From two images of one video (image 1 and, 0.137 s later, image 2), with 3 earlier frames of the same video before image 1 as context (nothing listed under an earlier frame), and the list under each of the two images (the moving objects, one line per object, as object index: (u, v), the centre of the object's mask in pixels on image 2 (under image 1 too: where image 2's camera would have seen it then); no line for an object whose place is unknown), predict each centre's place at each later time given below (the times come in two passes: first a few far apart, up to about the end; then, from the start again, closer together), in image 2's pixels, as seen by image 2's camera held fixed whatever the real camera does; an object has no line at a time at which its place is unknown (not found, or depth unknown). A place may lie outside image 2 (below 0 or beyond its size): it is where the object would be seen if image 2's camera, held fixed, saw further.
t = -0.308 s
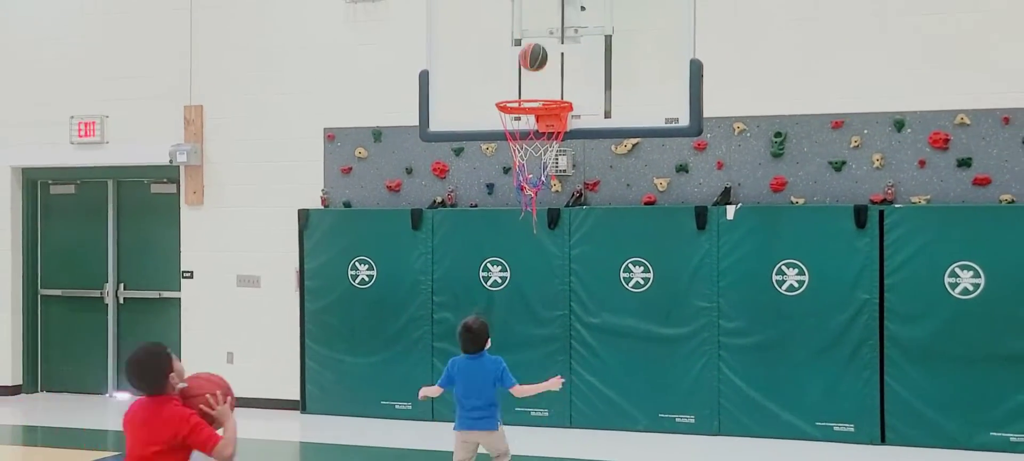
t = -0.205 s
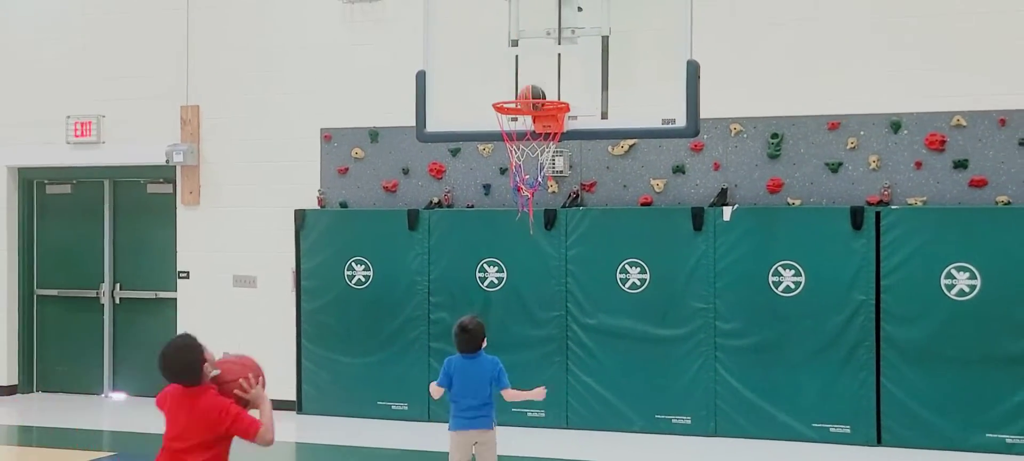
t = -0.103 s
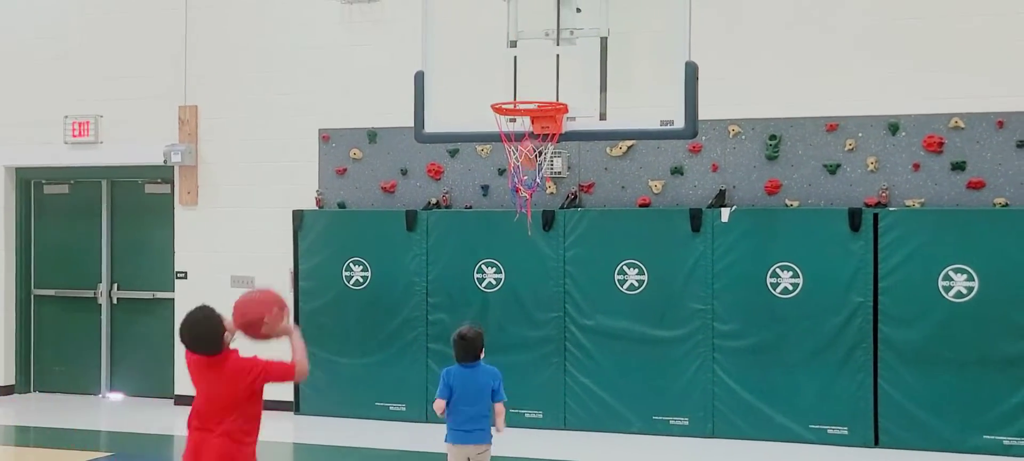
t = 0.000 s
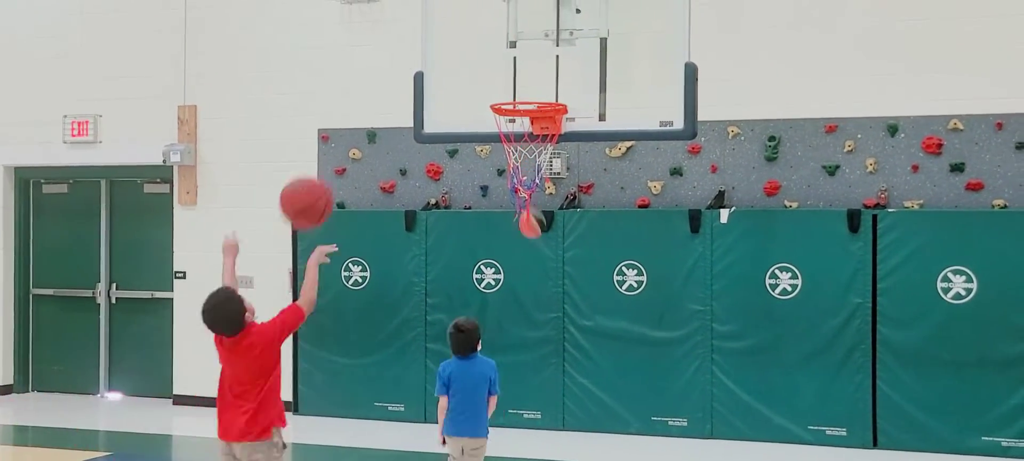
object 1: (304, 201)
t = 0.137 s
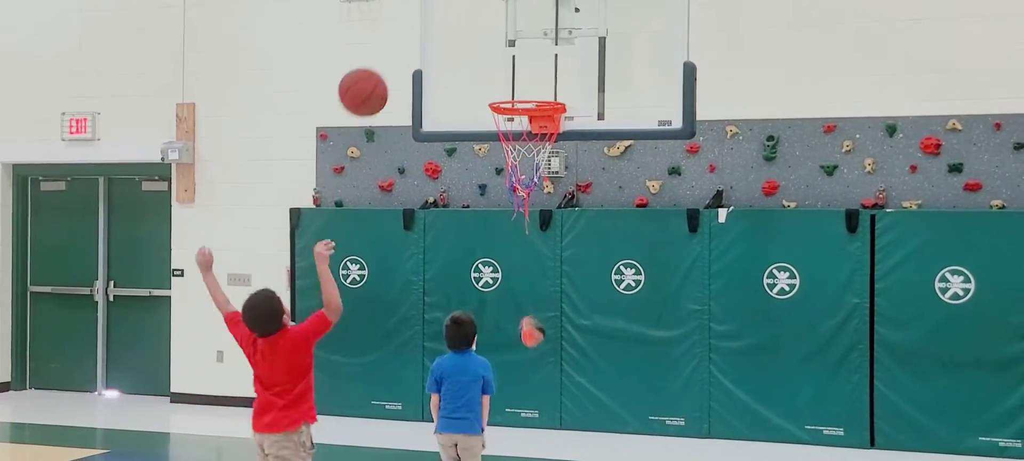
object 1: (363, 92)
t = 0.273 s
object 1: (414, 33)
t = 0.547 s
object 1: (503, 33)
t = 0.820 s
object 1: (512, 123)
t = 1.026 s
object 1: (423, 213)
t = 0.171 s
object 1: (377, 73)
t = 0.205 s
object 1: (389, 57)
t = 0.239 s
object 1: (401, 43)
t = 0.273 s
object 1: (414, 33)
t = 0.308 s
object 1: (425, 24)
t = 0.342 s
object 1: (447, 16)
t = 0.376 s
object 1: (457, 15)
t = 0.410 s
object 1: (467, 15)
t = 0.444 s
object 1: (476, 16)
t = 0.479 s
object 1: (485, 19)
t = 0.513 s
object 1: (494, 25)
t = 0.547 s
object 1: (503, 33)
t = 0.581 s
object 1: (511, 42)
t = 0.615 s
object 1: (519, 53)
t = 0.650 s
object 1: (527, 66)
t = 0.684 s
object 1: (534, 79)
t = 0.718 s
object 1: (542, 89)
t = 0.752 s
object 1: (541, 107)
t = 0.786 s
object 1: (526, 114)
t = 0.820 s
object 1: (512, 123)
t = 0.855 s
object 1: (496, 134)
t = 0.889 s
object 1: (482, 147)
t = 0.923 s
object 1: (467, 161)
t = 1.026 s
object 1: (423, 213)
